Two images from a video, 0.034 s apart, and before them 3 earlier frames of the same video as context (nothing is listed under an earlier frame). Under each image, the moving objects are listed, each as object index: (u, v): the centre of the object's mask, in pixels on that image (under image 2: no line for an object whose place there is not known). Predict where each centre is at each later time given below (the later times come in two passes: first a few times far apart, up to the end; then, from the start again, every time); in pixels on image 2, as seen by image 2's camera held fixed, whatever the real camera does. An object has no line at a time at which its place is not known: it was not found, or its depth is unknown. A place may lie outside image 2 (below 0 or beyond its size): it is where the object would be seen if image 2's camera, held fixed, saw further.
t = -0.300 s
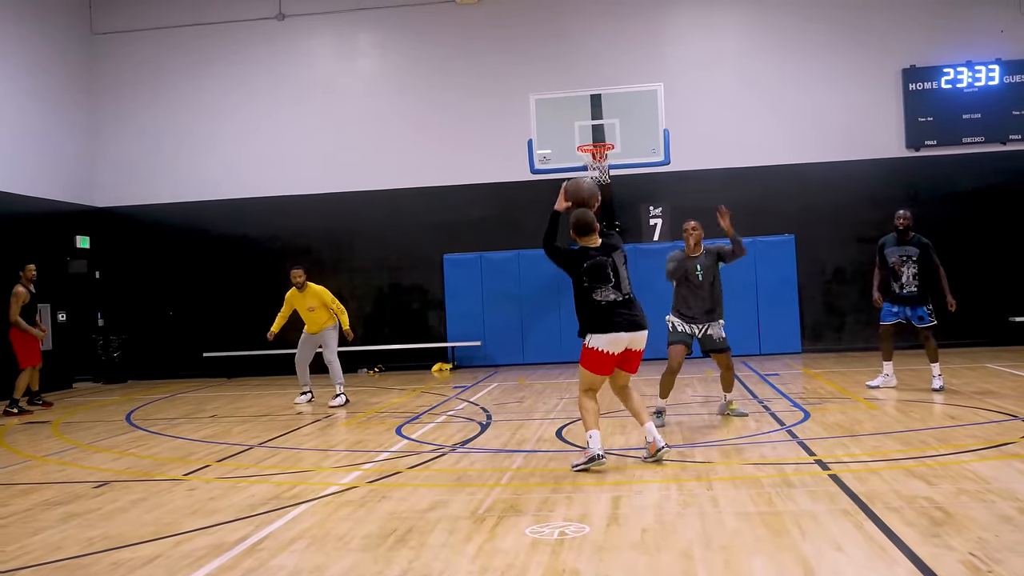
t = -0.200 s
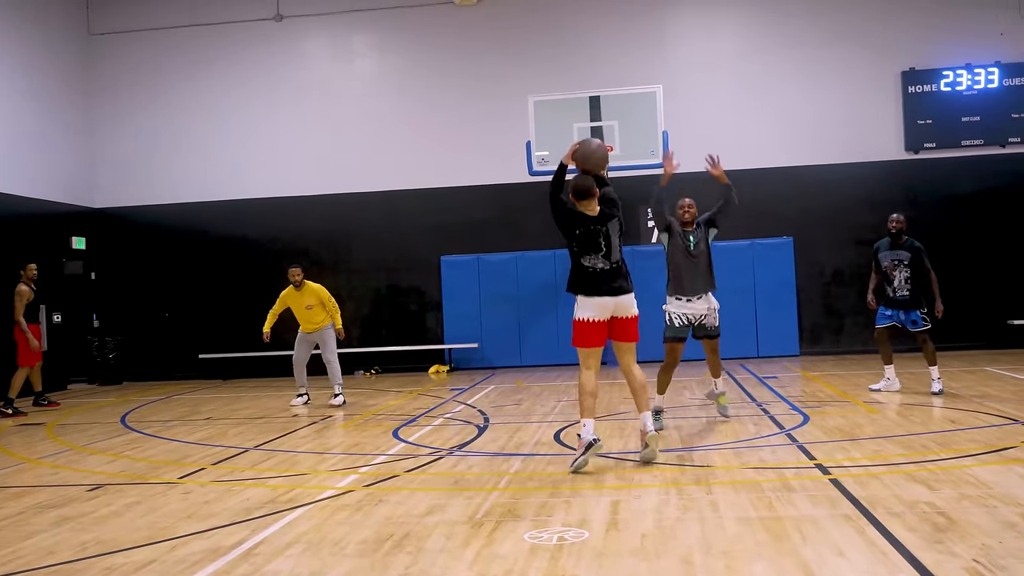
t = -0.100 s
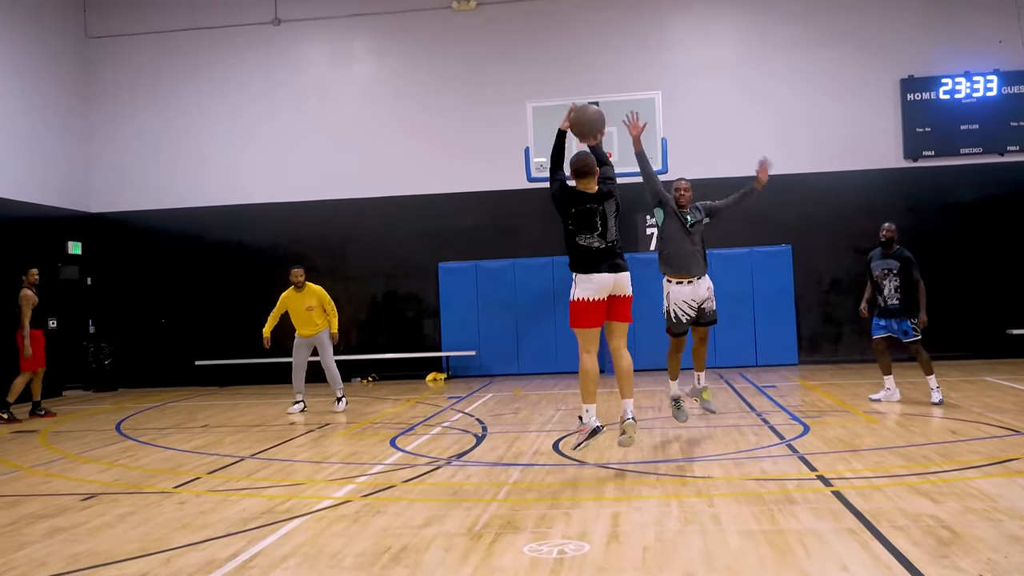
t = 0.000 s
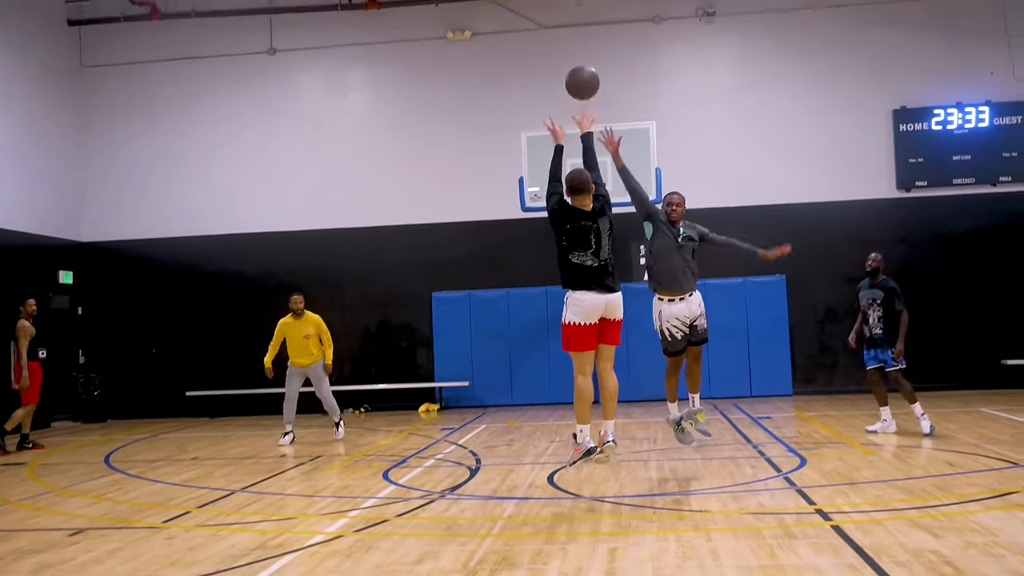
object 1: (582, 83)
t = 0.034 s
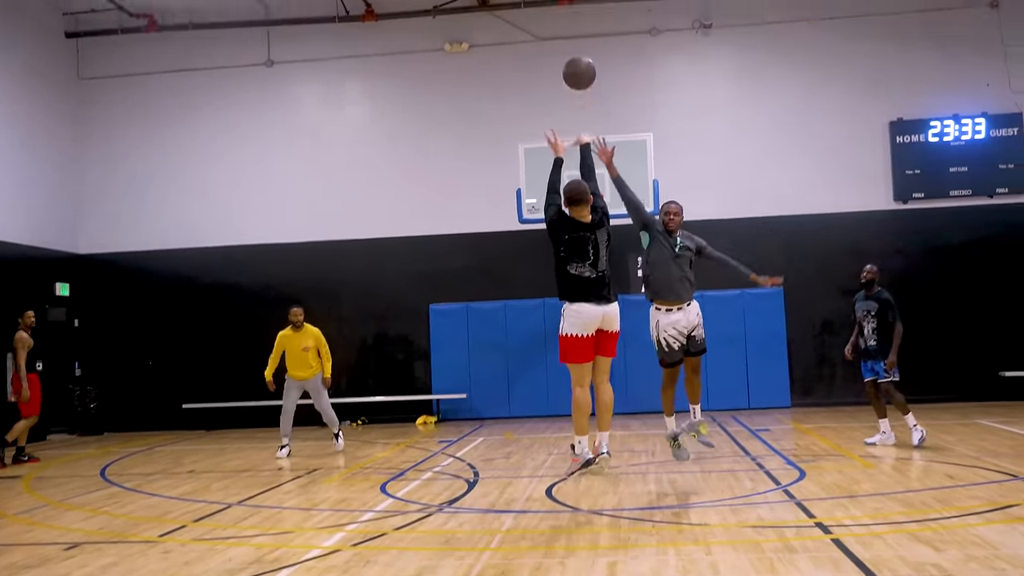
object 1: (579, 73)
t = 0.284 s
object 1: (577, -16)
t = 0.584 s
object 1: (577, -12)
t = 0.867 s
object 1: (581, 59)
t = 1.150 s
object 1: (585, 170)
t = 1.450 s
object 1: (570, 154)
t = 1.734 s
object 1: (555, 147)
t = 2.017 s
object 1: (540, 206)
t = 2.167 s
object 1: (532, 271)
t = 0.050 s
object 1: (579, 63)
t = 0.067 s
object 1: (578, 54)
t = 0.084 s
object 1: (578, 45)
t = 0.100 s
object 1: (578, 37)
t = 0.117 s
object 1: (578, 29)
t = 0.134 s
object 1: (579, 22)
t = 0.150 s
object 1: (578, 17)
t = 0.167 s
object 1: (578, 12)
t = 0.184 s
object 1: (578, 7)
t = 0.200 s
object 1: (578, 2)
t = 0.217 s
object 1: (577, -2)
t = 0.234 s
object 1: (577, -6)
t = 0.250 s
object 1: (576, -10)
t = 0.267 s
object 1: (576, -13)
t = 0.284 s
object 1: (577, -16)
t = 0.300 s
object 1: (576, -18)
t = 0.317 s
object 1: (576, -20)
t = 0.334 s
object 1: (576, -22)
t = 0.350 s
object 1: (576, -23)
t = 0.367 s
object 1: (576, -25)
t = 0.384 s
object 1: (575, -25)
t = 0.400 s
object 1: (575, -26)
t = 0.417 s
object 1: (575, -26)
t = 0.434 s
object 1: (575, -26)
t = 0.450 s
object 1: (575, -25)
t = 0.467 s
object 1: (575, -25)
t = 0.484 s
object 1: (576, -24)
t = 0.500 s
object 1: (576, -22)
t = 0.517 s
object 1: (576, -21)
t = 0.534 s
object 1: (576, -19)
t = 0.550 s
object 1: (577, -17)
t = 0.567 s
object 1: (577, -13)
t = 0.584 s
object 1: (577, -12)
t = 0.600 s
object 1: (577, -9)
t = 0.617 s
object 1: (578, -6)
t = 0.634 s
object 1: (579, -3)
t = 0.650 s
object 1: (579, 1)
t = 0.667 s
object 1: (579, 4)
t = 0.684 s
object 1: (578, 7)
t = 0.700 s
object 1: (579, 11)
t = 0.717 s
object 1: (579, 16)
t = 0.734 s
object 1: (579, 20)
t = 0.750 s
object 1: (579, 25)
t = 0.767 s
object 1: (580, 29)
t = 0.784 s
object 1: (580, 34)
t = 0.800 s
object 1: (580, 39)
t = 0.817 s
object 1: (580, 44)
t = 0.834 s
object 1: (580, 49)
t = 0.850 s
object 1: (581, 54)
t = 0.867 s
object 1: (581, 59)
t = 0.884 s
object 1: (581, 65)
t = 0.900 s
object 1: (581, 70)
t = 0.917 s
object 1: (582, 77)
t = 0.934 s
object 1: (582, 83)
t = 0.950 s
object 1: (582, 89)
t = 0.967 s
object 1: (582, 95)
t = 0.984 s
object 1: (582, 102)
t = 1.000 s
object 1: (582, 108)
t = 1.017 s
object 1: (583, 114)
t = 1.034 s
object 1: (583, 121)
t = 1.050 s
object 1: (583, 127)
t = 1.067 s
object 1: (583, 134)
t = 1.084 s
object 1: (584, 141)
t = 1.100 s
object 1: (584, 148)
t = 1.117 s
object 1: (584, 155)
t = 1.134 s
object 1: (584, 163)
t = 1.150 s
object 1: (585, 170)
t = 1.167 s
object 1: (585, 177)
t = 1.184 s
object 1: (586, 185)
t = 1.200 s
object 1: (586, 190)
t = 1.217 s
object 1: (586, 191)
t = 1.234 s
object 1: (584, 190)
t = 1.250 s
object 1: (582, 189)
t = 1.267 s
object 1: (580, 189)
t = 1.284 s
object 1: (579, 187)
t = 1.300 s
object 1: (578, 182)
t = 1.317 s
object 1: (577, 178)
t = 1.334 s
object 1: (576, 174)
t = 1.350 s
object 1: (575, 171)
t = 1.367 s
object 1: (574, 167)
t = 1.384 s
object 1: (574, 164)
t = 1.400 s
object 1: (573, 161)
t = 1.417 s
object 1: (572, 158)
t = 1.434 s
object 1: (571, 156)
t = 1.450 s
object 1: (570, 154)
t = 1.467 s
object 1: (569, 152)
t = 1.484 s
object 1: (568, 150)
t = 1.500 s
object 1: (567, 148)
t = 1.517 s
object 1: (567, 147)
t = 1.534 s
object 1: (566, 145)
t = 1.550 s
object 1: (565, 144)
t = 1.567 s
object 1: (564, 143)
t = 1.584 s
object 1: (563, 143)
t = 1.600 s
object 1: (562, 142)
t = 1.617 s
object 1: (561, 142)
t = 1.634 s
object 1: (560, 142)
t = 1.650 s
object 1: (559, 142)
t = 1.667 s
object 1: (558, 143)
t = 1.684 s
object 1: (557, 143)
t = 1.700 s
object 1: (557, 144)
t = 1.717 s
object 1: (556, 145)
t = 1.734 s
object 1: (555, 147)
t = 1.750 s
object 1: (554, 148)
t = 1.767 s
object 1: (553, 150)
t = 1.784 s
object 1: (552, 152)
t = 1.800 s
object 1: (551, 154)
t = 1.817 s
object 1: (551, 156)
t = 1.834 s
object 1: (550, 159)
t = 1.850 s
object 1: (549, 162)
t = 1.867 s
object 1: (548, 165)
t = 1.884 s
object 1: (548, 169)
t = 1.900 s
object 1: (546, 172)
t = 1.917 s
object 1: (546, 177)
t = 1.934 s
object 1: (545, 181)
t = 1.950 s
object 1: (544, 186)
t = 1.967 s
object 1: (543, 190)
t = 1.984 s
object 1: (542, 195)
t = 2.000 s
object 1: (541, 200)
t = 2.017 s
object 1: (540, 206)
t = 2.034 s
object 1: (539, 212)
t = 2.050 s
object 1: (538, 218)
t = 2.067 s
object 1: (537, 224)
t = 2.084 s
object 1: (536, 232)
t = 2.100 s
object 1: (535, 238)
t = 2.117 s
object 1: (534, 246)
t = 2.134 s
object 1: (534, 254)
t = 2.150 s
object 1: (533, 262)
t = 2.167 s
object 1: (532, 271)
